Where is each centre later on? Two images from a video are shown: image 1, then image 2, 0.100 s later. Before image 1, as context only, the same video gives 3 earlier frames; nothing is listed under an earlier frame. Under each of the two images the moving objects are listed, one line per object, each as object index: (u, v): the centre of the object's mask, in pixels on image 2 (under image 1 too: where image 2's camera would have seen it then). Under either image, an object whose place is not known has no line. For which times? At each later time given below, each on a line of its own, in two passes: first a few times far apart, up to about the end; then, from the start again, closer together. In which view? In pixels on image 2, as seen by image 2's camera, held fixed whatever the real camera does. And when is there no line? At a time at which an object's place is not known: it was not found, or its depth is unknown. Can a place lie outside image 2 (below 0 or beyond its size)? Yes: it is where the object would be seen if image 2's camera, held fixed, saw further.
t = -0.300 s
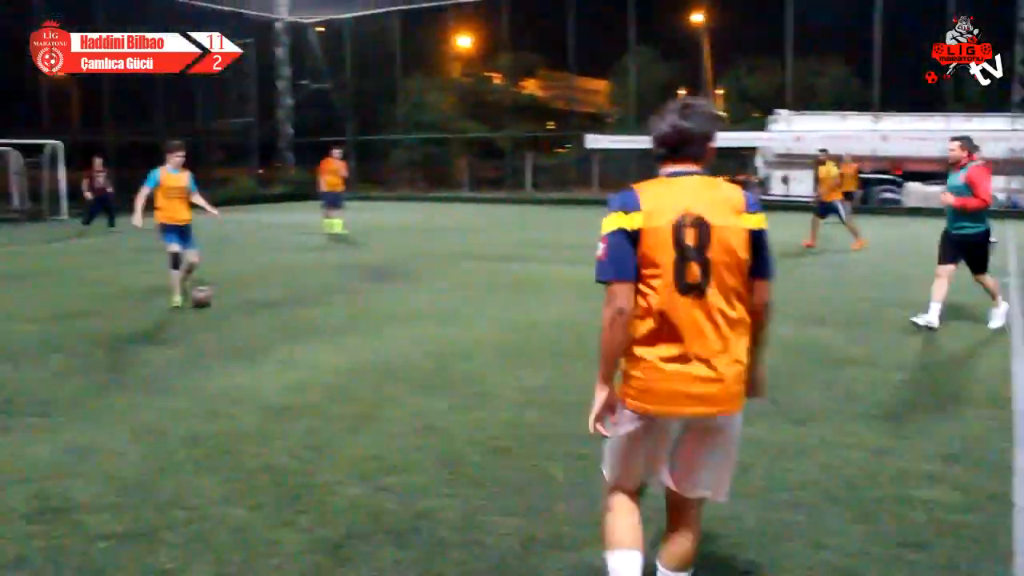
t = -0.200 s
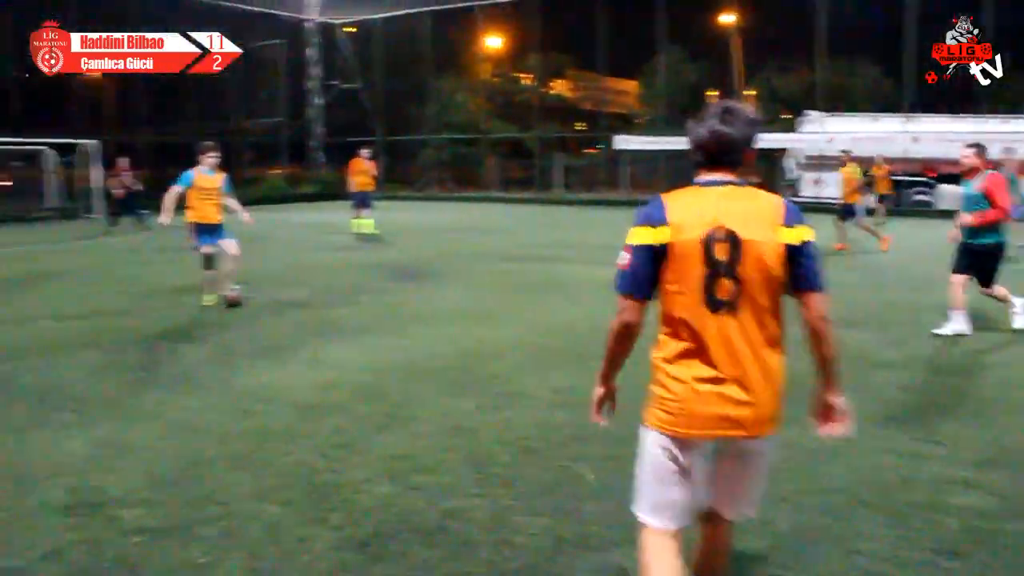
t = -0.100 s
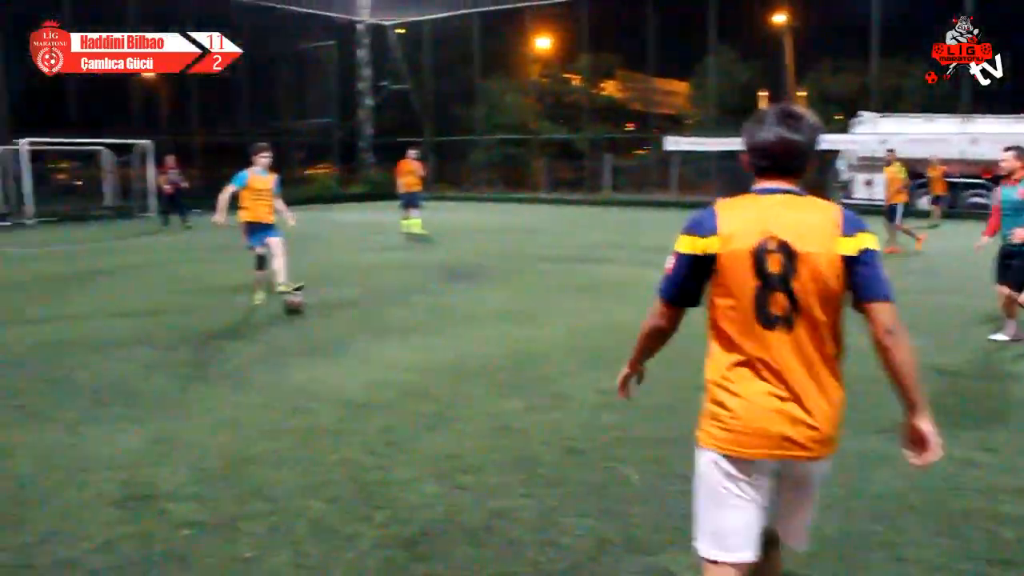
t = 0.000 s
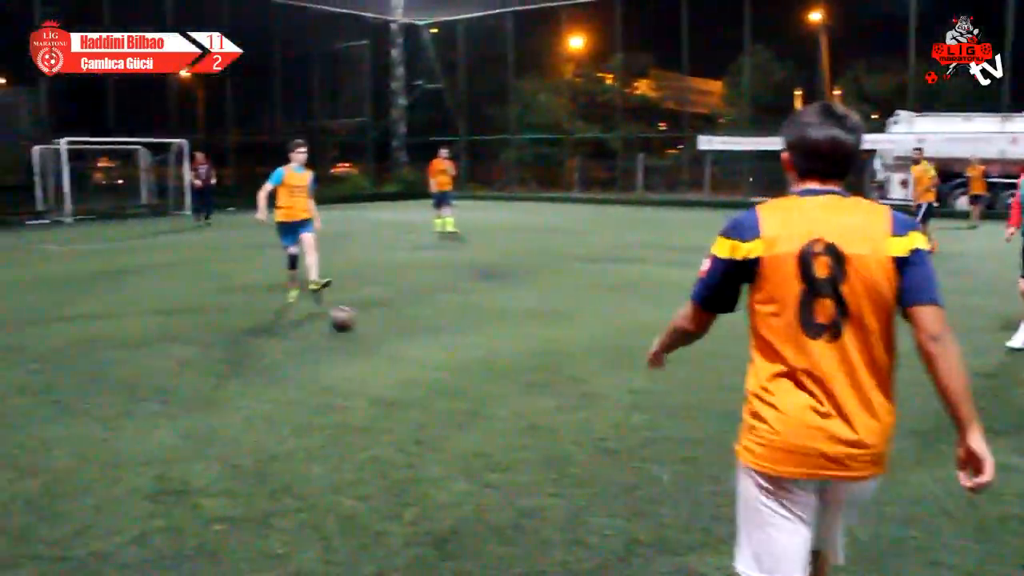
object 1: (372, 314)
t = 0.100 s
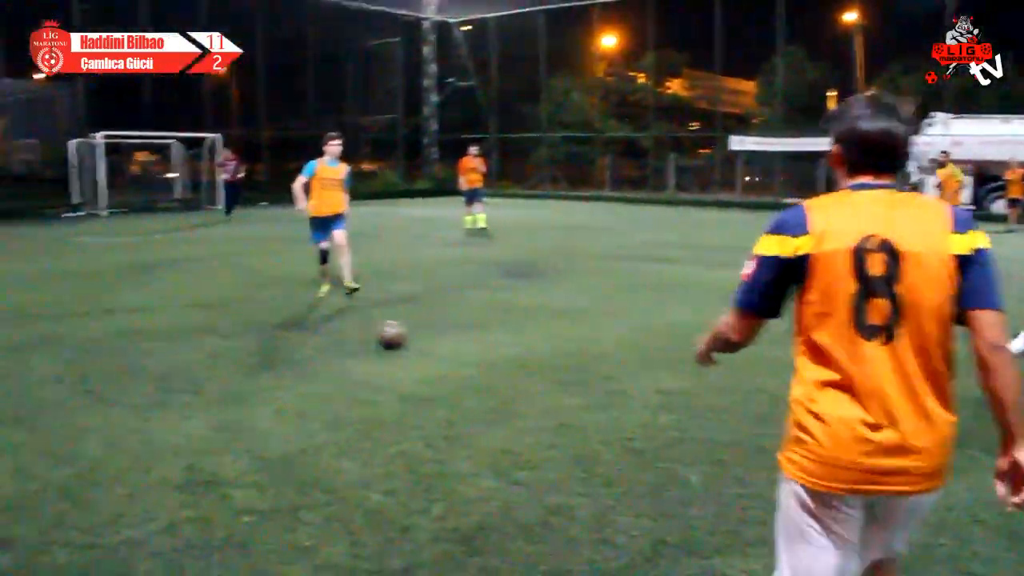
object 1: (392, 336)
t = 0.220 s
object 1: (420, 367)
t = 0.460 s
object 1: (502, 451)
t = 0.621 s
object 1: (583, 528)
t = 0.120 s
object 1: (396, 340)
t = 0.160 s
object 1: (405, 350)
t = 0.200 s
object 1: (416, 362)
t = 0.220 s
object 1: (420, 367)
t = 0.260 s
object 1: (432, 378)
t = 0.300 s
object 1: (444, 392)
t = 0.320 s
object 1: (450, 396)
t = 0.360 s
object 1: (463, 411)
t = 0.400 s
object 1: (477, 427)
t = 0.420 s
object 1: (486, 434)
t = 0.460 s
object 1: (502, 451)
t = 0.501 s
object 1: (521, 471)
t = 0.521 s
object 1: (529, 478)
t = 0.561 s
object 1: (548, 495)
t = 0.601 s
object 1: (571, 516)
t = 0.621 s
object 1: (583, 528)
